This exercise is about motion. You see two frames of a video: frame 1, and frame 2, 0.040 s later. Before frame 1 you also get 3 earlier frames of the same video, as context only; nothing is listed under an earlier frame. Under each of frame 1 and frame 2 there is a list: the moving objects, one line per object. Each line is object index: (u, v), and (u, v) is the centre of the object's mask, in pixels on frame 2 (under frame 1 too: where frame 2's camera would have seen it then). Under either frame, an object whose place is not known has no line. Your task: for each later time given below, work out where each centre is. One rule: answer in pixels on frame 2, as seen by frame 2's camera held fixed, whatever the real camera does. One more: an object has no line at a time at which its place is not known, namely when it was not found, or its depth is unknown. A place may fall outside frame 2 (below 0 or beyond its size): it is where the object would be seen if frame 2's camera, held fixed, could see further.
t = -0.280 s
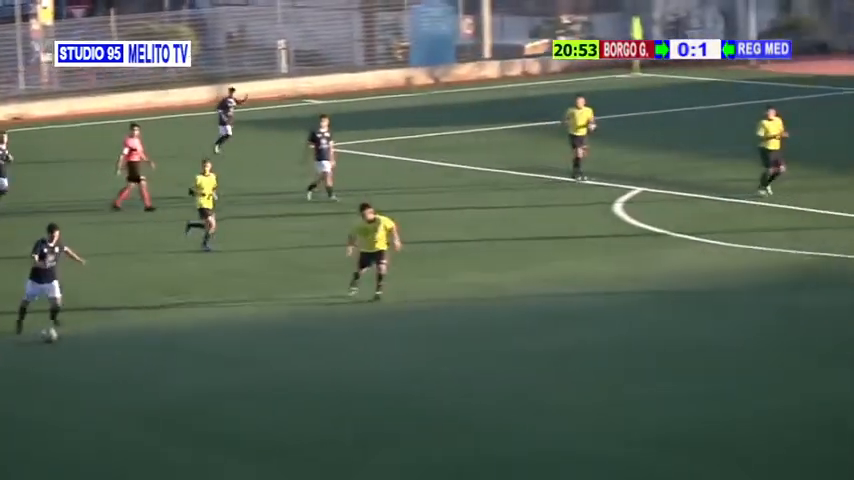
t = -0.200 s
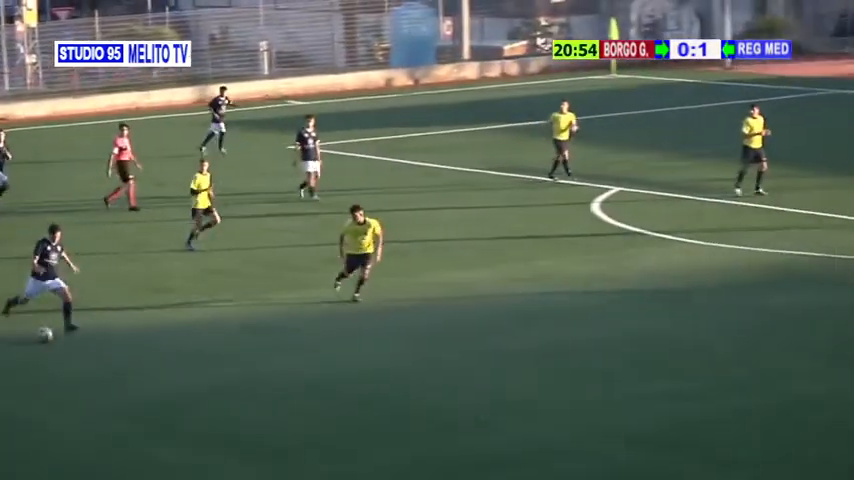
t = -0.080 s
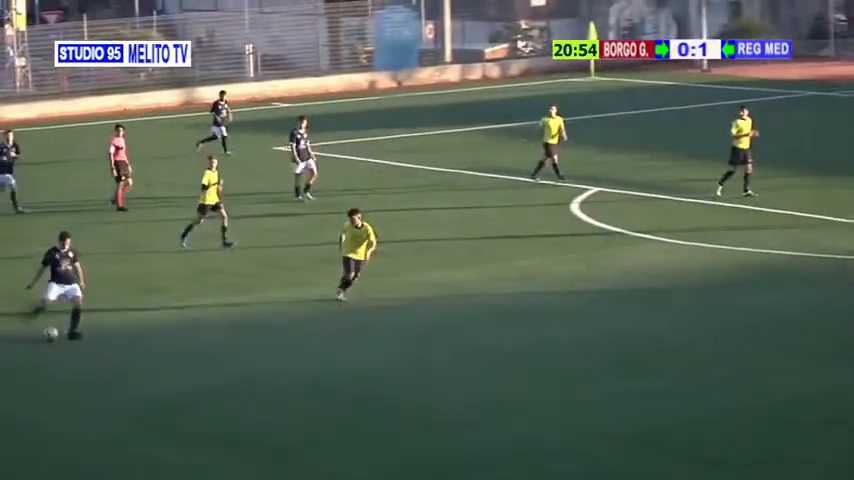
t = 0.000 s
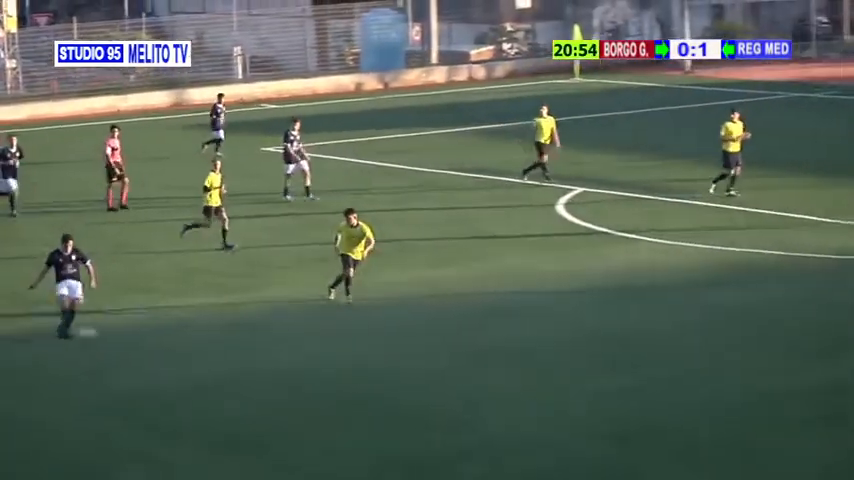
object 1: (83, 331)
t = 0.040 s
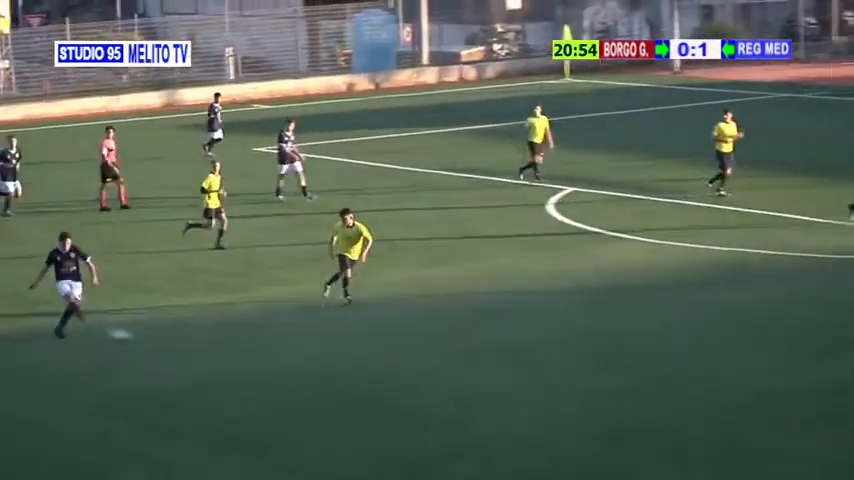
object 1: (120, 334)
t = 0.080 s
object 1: (158, 339)
